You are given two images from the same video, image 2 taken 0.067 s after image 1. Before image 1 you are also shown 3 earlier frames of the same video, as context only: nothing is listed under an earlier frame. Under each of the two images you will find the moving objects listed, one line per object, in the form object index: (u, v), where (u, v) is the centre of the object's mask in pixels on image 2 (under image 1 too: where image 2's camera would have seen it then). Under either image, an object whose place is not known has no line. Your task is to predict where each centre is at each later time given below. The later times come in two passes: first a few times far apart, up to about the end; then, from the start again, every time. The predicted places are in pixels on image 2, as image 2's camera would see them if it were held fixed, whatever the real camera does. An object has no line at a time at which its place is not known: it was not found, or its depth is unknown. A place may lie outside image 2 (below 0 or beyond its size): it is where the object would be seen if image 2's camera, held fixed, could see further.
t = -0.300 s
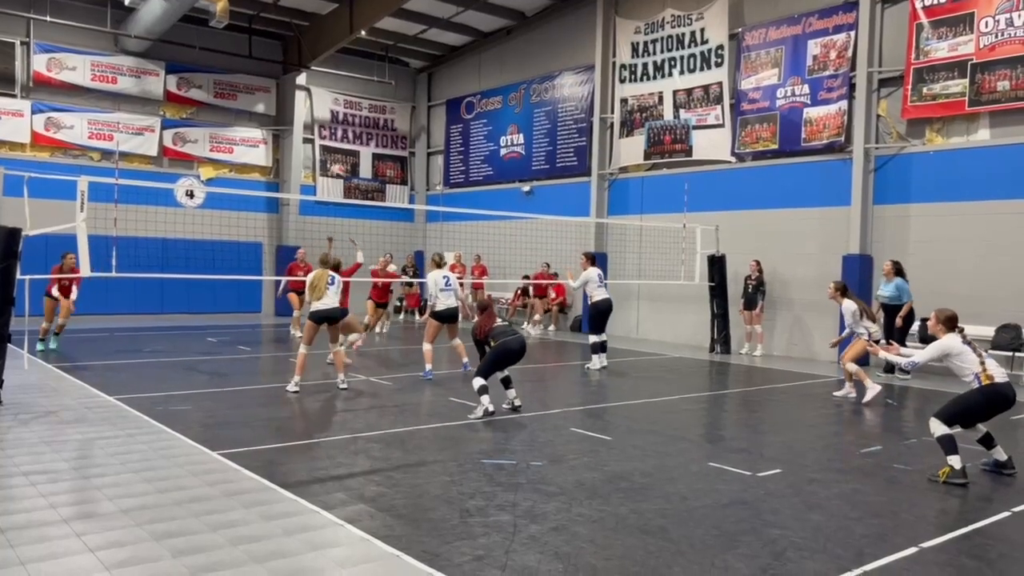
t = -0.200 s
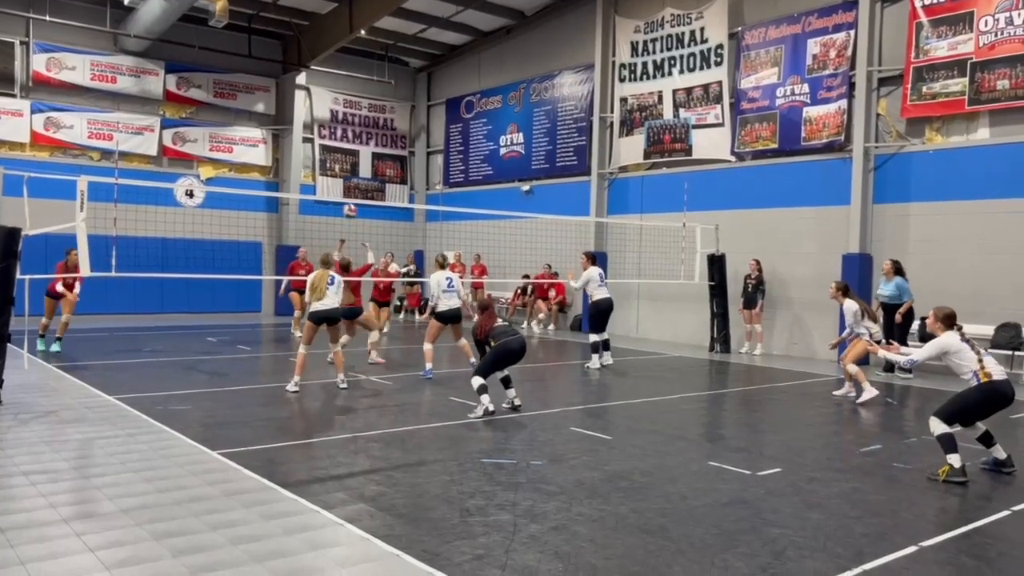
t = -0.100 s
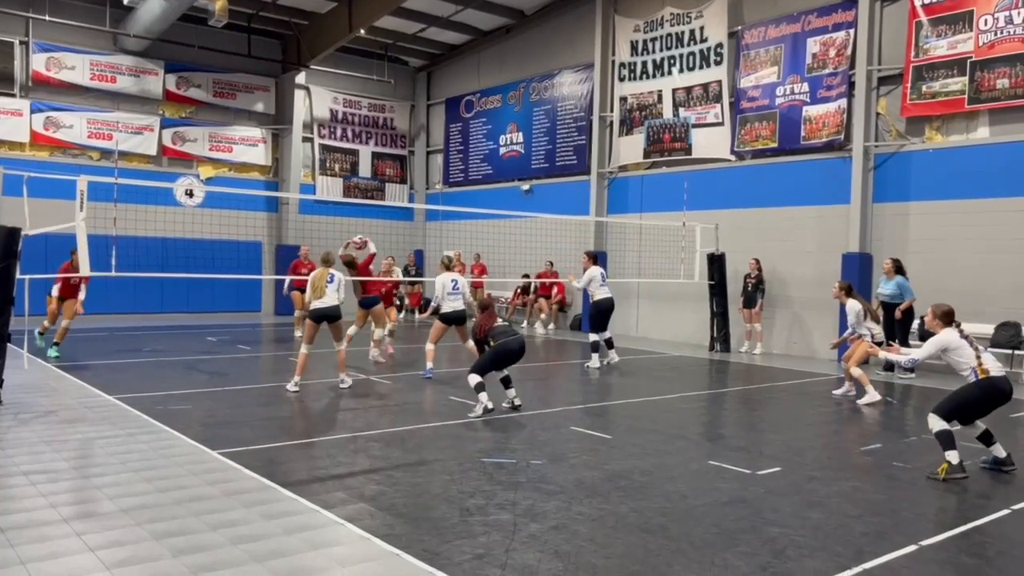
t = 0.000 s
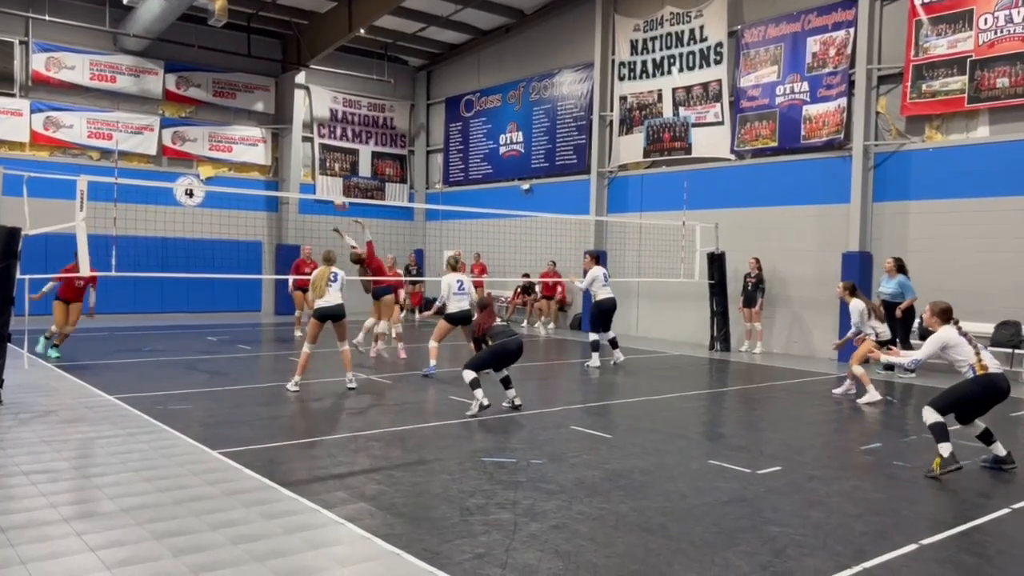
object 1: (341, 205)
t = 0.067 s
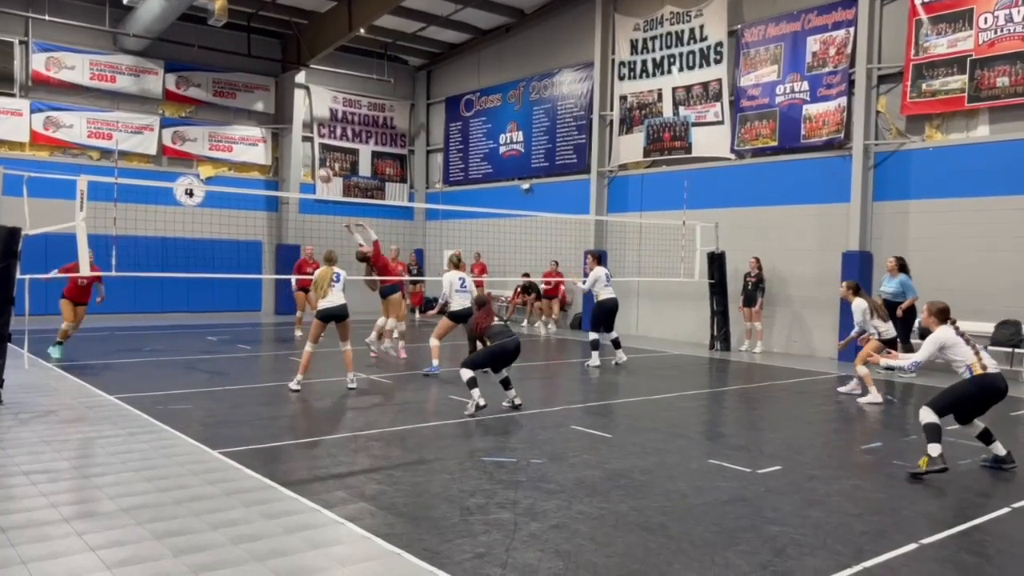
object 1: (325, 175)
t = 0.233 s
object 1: (285, 119)
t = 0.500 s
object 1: (220, 70)
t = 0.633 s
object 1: (186, 66)
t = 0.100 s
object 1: (317, 162)
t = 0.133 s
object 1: (307, 150)
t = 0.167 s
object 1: (301, 141)
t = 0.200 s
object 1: (293, 129)
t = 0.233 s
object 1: (285, 119)
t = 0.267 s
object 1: (277, 110)
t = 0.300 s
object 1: (269, 103)
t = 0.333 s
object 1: (261, 95)
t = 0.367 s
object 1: (253, 89)
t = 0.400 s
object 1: (245, 83)
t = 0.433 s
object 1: (236, 78)
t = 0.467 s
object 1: (228, 74)
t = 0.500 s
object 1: (220, 70)
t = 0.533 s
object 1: (211, 68)
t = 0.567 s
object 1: (203, 66)
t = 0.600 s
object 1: (194, 66)
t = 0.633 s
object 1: (186, 66)
